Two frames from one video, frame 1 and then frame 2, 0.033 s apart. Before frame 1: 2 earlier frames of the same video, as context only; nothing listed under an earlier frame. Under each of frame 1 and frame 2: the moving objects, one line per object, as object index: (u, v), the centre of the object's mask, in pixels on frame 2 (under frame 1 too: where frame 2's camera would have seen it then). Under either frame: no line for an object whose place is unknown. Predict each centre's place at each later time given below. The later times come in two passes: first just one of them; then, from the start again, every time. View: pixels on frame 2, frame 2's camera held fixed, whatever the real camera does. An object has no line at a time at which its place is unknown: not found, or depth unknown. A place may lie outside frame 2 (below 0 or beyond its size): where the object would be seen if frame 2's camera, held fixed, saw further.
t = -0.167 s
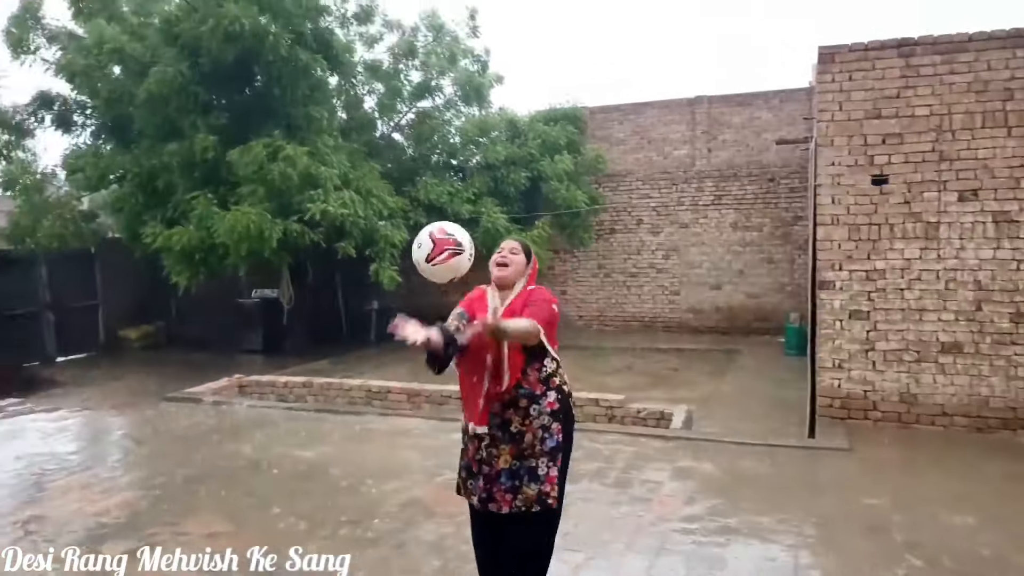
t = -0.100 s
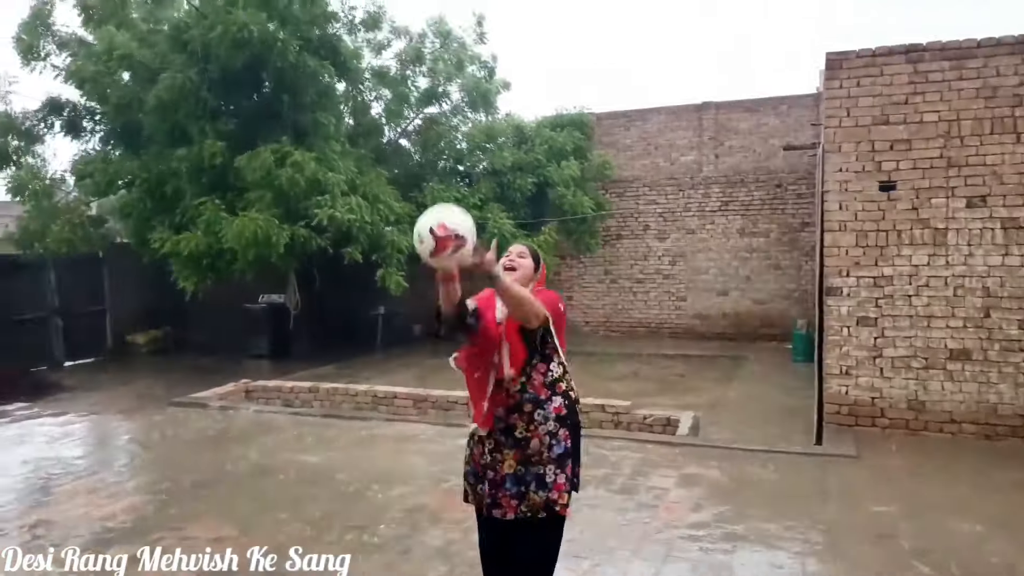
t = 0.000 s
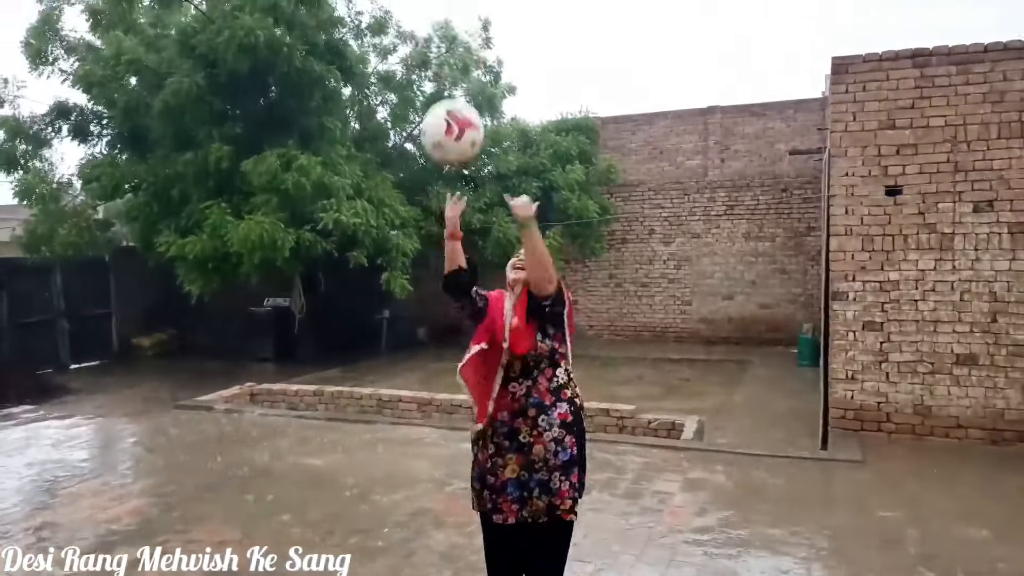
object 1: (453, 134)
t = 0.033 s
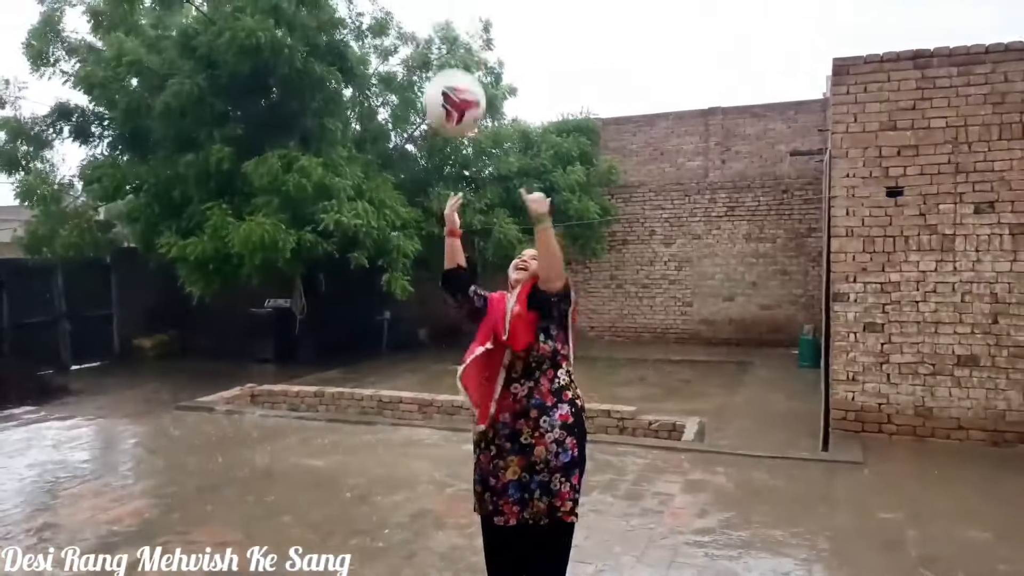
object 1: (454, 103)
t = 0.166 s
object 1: (456, 15)
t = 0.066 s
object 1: (454, 73)
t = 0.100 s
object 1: (455, 49)
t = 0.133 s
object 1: (455, 27)
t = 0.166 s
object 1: (456, 15)
